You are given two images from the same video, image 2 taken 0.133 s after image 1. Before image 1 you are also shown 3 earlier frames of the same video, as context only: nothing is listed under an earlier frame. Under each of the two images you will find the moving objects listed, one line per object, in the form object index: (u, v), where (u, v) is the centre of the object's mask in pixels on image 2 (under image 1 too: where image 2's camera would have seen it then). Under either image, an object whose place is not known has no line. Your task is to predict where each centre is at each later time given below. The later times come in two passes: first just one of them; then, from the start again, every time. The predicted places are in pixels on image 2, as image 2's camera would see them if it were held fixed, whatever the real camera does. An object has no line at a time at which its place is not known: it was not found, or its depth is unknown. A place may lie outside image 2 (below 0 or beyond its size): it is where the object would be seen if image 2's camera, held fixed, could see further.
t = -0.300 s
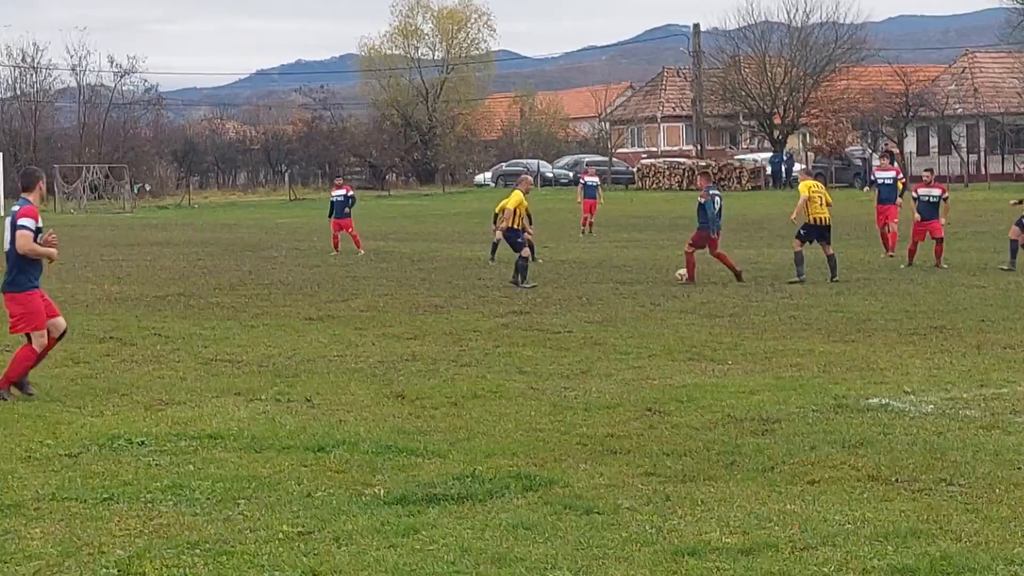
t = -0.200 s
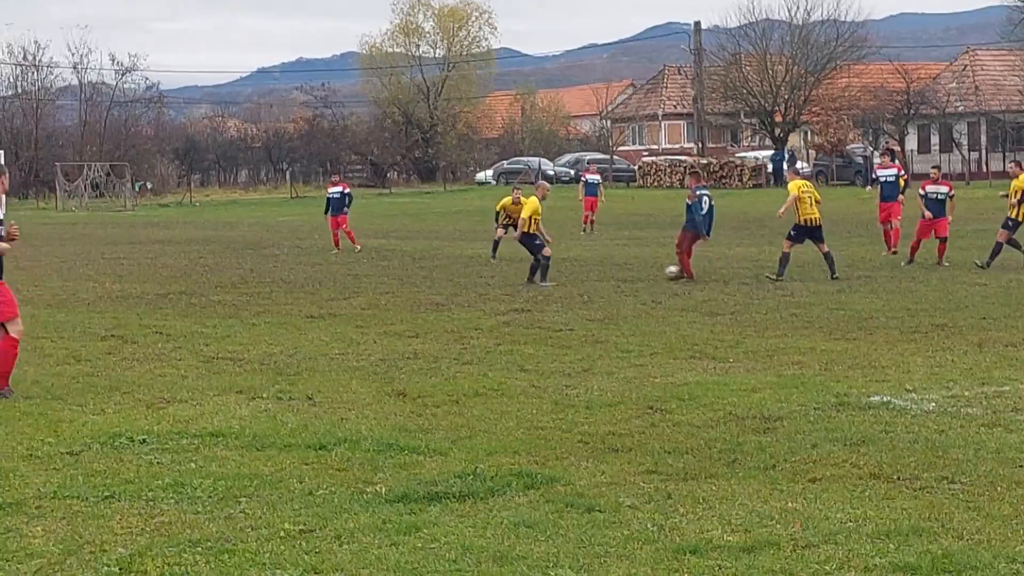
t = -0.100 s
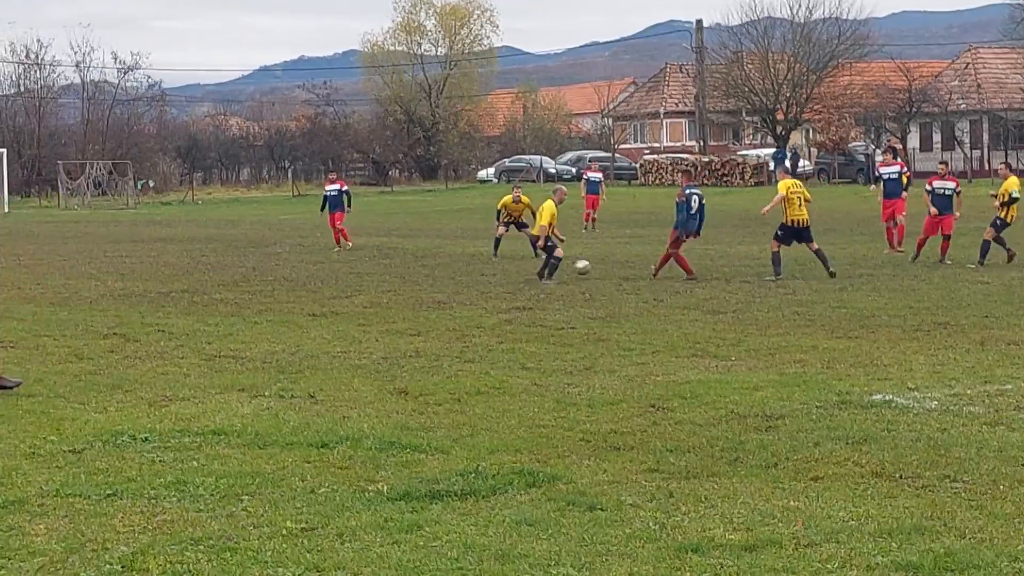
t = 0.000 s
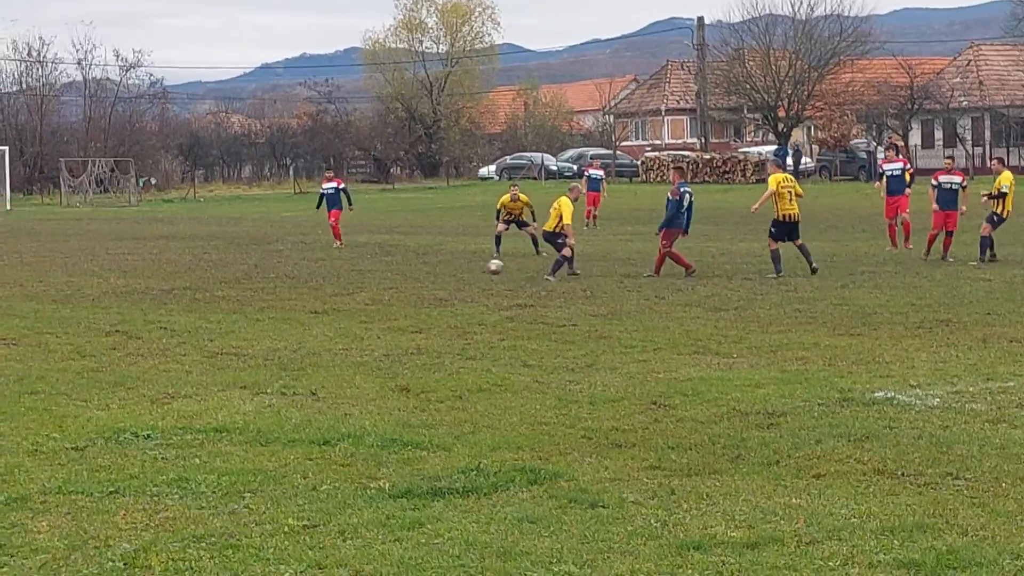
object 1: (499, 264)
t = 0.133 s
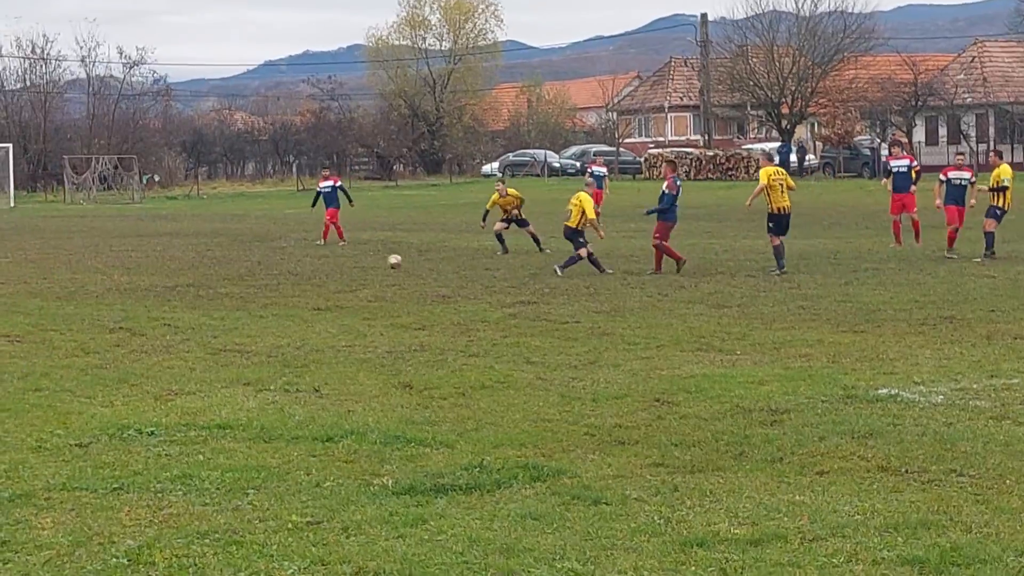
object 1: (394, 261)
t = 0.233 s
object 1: (326, 261)
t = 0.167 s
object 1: (372, 260)
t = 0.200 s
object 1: (349, 260)
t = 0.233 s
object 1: (326, 261)
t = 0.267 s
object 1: (303, 262)
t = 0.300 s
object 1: (281, 264)
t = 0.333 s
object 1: (262, 263)
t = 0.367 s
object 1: (245, 262)
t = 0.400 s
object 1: (228, 262)
